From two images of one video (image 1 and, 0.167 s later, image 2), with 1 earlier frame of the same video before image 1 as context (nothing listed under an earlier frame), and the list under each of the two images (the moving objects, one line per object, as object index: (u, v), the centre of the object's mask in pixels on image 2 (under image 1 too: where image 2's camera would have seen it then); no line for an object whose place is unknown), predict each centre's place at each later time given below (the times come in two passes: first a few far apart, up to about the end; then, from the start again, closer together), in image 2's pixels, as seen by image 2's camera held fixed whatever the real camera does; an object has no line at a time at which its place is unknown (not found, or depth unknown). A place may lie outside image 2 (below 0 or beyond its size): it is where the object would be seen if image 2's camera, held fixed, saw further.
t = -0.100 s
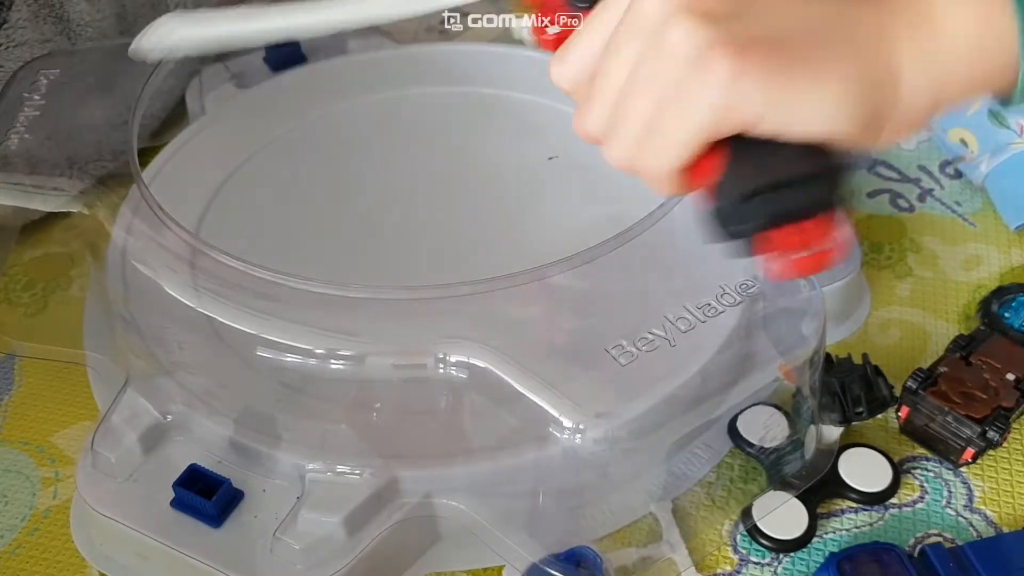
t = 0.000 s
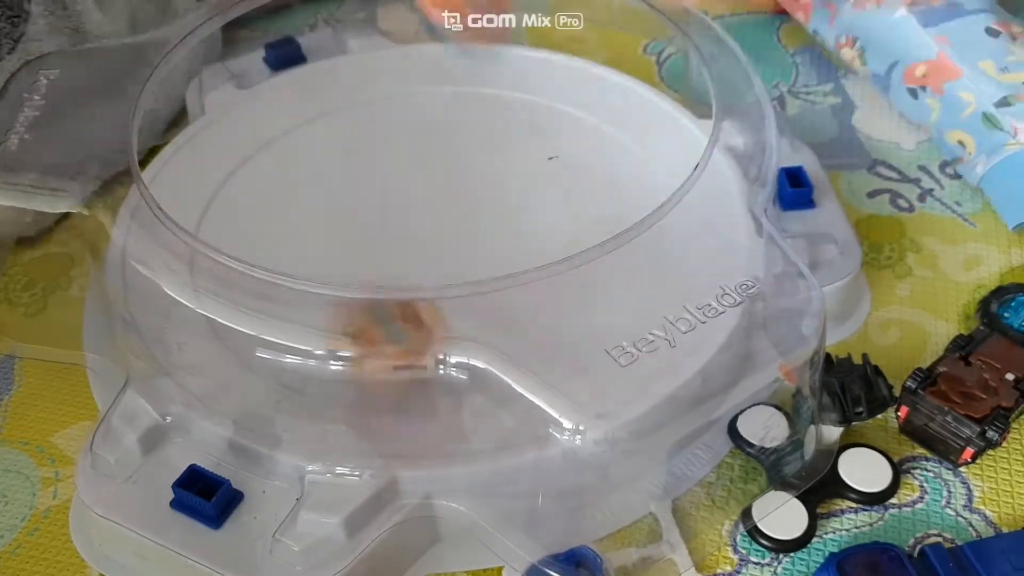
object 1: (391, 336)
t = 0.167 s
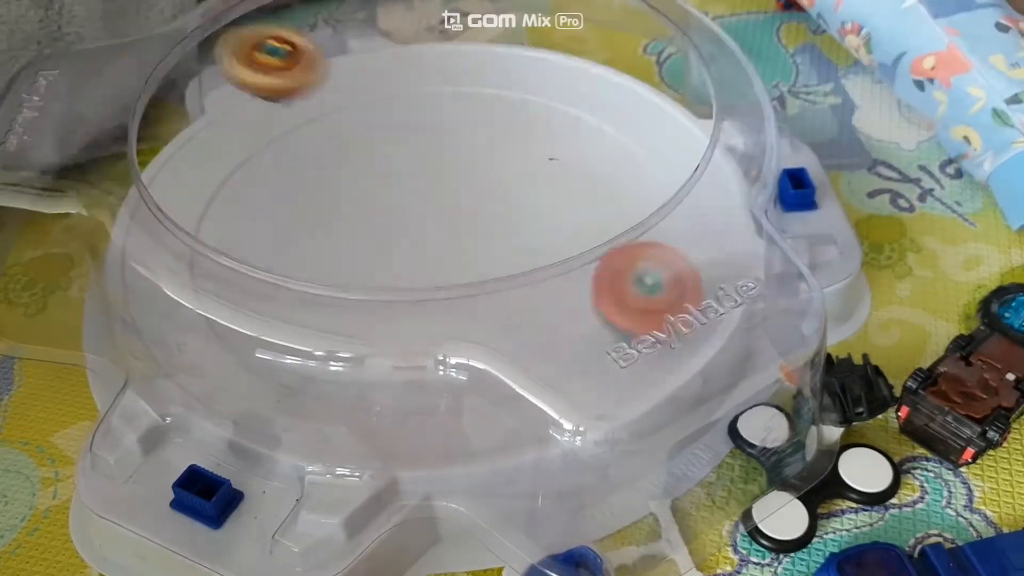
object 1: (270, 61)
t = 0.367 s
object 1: (644, 201)
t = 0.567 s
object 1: (226, 304)
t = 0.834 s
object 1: (647, 135)
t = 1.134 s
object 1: (242, 148)
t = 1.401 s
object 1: (651, 249)
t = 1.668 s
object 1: (238, 138)
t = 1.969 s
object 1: (587, 304)
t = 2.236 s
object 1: (291, 122)
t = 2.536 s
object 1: (526, 327)
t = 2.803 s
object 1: (377, 103)
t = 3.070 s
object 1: (407, 331)
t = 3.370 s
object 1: (520, 117)
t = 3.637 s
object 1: (297, 291)
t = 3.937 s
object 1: (582, 184)
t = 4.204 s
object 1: (296, 209)
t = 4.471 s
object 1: (575, 222)
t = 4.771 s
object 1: (338, 179)
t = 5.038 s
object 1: (428, 170)
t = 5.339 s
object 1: (441, 194)
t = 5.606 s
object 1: (433, 188)
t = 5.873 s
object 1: (414, 183)
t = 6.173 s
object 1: (410, 181)
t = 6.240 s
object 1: (415, 191)
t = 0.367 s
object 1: (644, 201)
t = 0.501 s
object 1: (400, 366)
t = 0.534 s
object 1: (299, 345)
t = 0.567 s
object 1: (226, 304)
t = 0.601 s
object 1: (203, 241)
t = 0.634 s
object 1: (222, 183)
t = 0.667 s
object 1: (272, 134)
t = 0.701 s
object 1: (344, 99)
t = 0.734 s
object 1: (425, 80)
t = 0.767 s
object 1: (509, 76)
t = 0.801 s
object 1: (588, 92)
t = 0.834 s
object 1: (647, 135)
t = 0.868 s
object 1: (669, 200)
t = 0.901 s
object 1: (646, 274)
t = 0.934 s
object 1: (565, 332)
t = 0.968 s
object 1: (458, 361)
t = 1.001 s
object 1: (355, 357)
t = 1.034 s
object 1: (267, 323)
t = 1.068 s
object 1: (221, 262)
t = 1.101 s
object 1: (217, 203)
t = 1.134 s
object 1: (242, 148)
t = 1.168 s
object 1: (292, 104)
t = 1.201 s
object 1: (361, 74)
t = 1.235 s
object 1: (441, 64)
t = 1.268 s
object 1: (519, 71)
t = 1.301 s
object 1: (587, 94)
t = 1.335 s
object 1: (641, 133)
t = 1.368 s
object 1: (665, 186)
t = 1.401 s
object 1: (651, 249)
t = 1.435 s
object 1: (593, 307)
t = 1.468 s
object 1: (504, 347)
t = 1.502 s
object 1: (397, 357)
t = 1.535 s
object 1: (304, 340)
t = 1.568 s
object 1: (232, 296)
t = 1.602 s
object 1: (201, 240)
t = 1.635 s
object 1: (202, 186)
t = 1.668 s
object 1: (238, 138)
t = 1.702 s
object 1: (294, 101)
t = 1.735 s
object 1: (360, 76)
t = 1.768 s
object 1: (435, 68)
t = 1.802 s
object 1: (508, 77)
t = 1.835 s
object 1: (573, 101)
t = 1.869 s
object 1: (621, 140)
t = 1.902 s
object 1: (635, 188)
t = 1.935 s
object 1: (634, 248)
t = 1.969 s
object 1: (587, 304)
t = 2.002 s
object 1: (509, 340)
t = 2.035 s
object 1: (409, 358)
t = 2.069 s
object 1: (319, 344)
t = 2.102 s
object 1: (246, 311)
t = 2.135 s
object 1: (215, 256)
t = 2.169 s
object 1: (216, 204)
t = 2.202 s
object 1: (241, 158)
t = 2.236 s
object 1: (291, 122)
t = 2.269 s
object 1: (356, 97)
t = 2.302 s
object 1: (425, 87)
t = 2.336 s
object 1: (495, 92)
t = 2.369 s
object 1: (559, 110)
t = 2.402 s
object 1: (608, 142)
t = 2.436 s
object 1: (632, 186)
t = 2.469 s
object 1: (631, 238)
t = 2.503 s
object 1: (596, 295)
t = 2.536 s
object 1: (526, 327)
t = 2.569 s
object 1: (431, 346)
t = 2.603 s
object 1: (348, 336)
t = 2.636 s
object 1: (283, 301)
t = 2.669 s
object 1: (250, 255)
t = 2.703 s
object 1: (249, 207)
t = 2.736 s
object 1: (274, 163)
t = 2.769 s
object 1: (319, 127)
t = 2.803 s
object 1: (377, 103)
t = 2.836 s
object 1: (441, 93)
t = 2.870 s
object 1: (505, 97)
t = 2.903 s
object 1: (563, 118)
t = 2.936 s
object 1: (605, 150)
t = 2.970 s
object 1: (621, 193)
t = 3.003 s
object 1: (608, 245)
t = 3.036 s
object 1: (490, 323)
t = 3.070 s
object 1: (407, 331)
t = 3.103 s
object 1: (331, 320)
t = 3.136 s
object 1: (281, 275)
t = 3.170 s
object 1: (260, 229)
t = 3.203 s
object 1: (265, 187)
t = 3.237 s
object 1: (295, 147)
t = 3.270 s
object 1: (341, 119)
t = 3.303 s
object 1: (401, 103)
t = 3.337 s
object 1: (463, 103)
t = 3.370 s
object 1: (520, 117)
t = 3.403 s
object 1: (566, 145)
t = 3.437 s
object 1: (592, 185)
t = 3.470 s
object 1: (586, 222)
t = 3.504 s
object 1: (562, 274)
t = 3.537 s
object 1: (506, 317)
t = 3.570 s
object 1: (427, 325)
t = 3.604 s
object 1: (353, 325)
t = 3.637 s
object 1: (297, 291)
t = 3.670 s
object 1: (273, 244)
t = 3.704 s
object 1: (267, 209)
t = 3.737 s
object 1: (290, 170)
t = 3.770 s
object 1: (333, 140)
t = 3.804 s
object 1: (389, 122)
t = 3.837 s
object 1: (448, 119)
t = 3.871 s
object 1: (503, 128)
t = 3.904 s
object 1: (552, 151)
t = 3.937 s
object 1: (582, 184)
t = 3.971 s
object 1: (584, 220)
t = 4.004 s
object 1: (561, 263)
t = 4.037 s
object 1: (512, 302)
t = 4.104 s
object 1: (377, 314)
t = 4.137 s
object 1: (322, 285)
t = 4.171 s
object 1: (298, 246)
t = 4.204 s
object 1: (296, 209)
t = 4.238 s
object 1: (318, 173)
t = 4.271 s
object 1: (358, 145)
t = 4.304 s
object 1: (408, 128)
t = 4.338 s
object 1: (463, 125)
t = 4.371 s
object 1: (513, 135)
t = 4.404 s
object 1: (554, 157)
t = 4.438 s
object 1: (577, 190)
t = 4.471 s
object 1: (575, 222)
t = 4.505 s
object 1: (547, 260)
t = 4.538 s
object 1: (506, 290)
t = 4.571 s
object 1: (446, 303)
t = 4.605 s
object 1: (391, 302)
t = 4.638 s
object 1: (343, 277)
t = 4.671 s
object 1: (317, 249)
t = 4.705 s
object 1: (310, 224)
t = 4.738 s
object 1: (319, 197)
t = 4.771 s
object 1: (338, 179)
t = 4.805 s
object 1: (362, 166)
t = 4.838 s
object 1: (384, 161)
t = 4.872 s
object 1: (400, 162)
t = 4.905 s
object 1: (408, 160)
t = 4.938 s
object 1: (415, 162)
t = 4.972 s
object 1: (420, 164)
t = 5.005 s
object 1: (424, 168)
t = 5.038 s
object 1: (428, 170)
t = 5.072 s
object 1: (432, 172)
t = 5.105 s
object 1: (434, 174)
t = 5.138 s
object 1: (436, 176)
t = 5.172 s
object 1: (437, 177)
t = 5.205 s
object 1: (439, 180)
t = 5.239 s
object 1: (440, 184)
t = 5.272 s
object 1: (441, 188)
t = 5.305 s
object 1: (441, 191)
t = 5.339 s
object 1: (441, 194)
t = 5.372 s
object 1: (431, 174)
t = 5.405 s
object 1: (425, 166)
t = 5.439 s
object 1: (425, 168)
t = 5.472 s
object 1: (426, 171)
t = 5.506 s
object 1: (428, 175)
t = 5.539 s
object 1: (430, 179)
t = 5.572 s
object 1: (431, 184)
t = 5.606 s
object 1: (433, 188)
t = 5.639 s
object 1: (433, 191)
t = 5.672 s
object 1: (427, 168)
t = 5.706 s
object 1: (421, 155)
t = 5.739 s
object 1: (415, 154)
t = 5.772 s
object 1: (412, 162)
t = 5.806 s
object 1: (412, 174)
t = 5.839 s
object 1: (416, 187)
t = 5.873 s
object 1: (414, 183)
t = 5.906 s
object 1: (413, 183)
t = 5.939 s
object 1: (414, 184)
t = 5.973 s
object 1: (417, 187)
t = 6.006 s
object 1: (411, 178)
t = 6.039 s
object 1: (403, 169)
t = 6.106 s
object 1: (404, 172)
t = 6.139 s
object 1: (407, 177)
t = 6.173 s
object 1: (410, 181)
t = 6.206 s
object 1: (412, 186)
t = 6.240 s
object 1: (415, 191)
